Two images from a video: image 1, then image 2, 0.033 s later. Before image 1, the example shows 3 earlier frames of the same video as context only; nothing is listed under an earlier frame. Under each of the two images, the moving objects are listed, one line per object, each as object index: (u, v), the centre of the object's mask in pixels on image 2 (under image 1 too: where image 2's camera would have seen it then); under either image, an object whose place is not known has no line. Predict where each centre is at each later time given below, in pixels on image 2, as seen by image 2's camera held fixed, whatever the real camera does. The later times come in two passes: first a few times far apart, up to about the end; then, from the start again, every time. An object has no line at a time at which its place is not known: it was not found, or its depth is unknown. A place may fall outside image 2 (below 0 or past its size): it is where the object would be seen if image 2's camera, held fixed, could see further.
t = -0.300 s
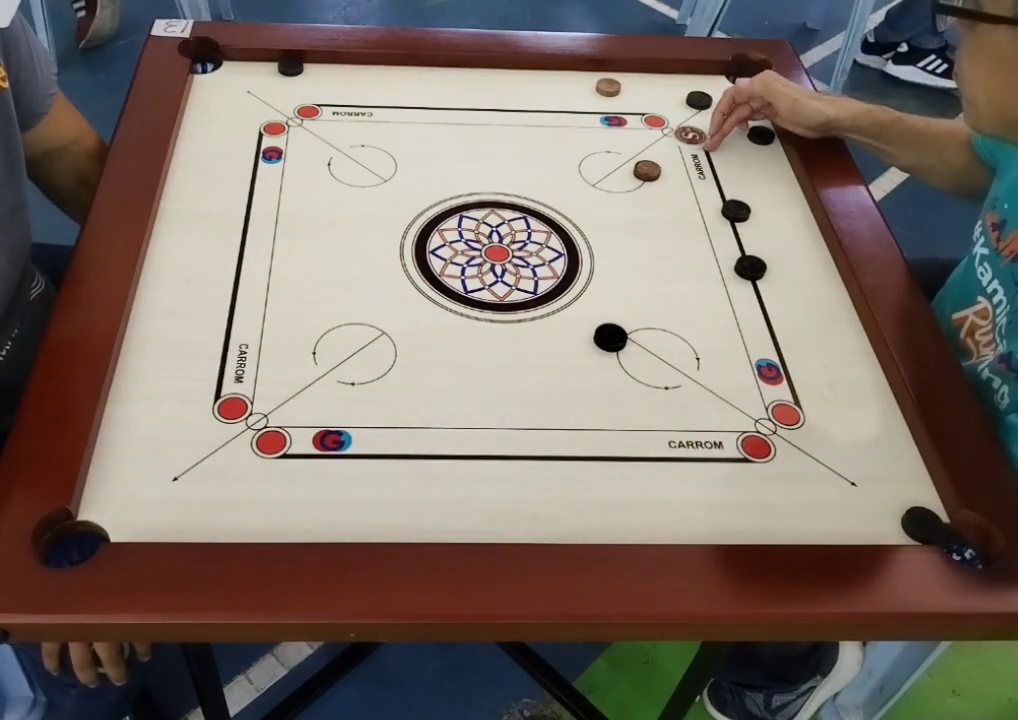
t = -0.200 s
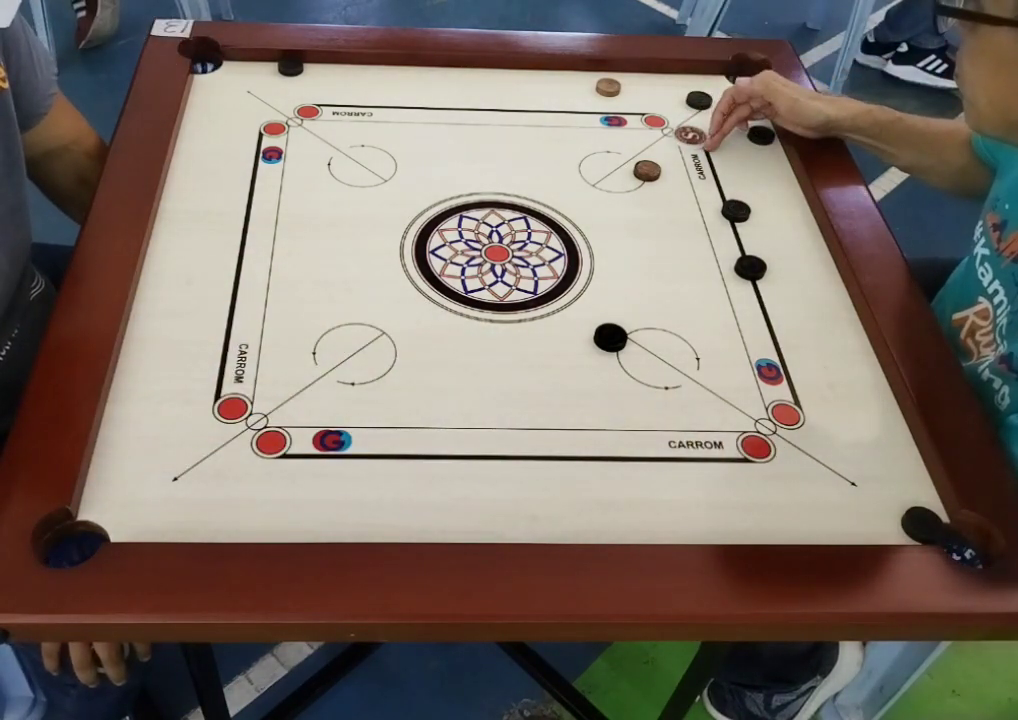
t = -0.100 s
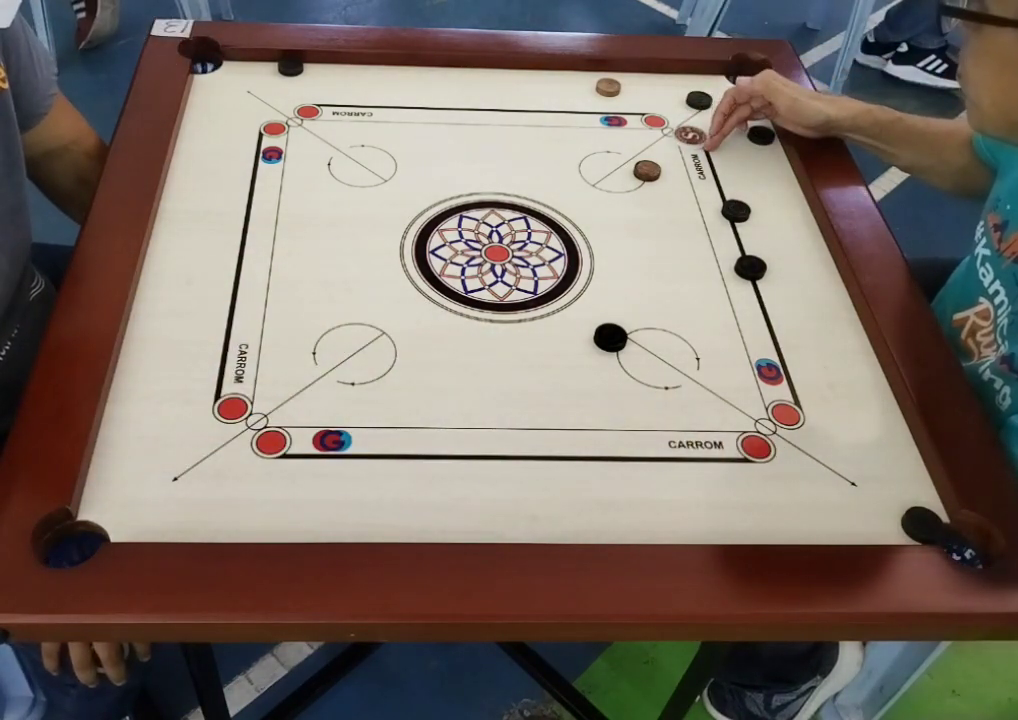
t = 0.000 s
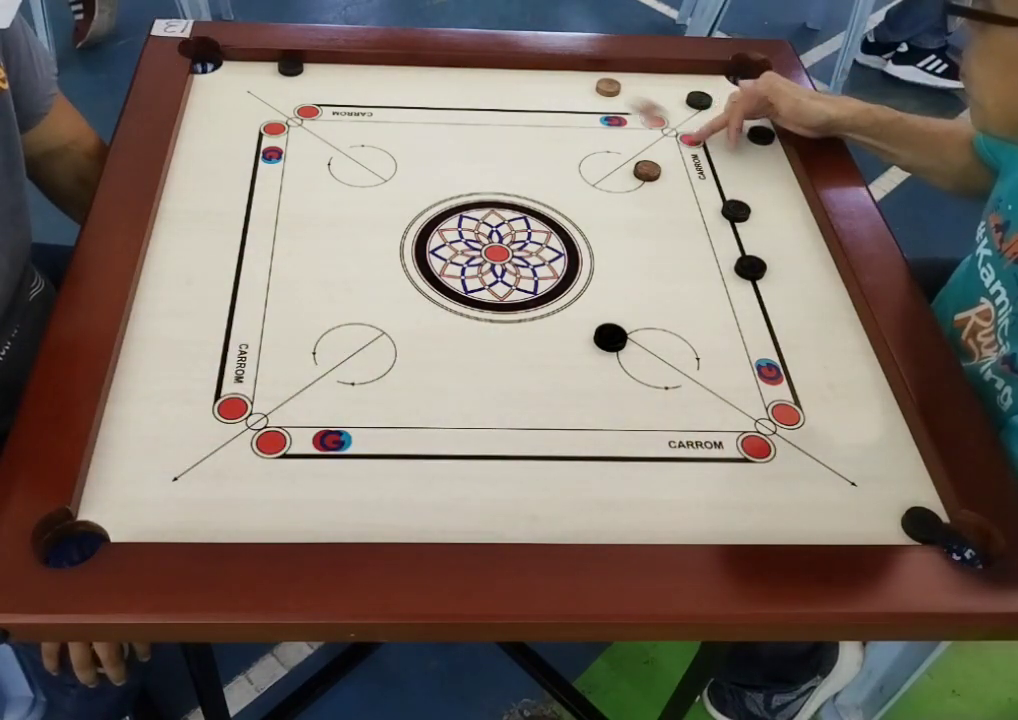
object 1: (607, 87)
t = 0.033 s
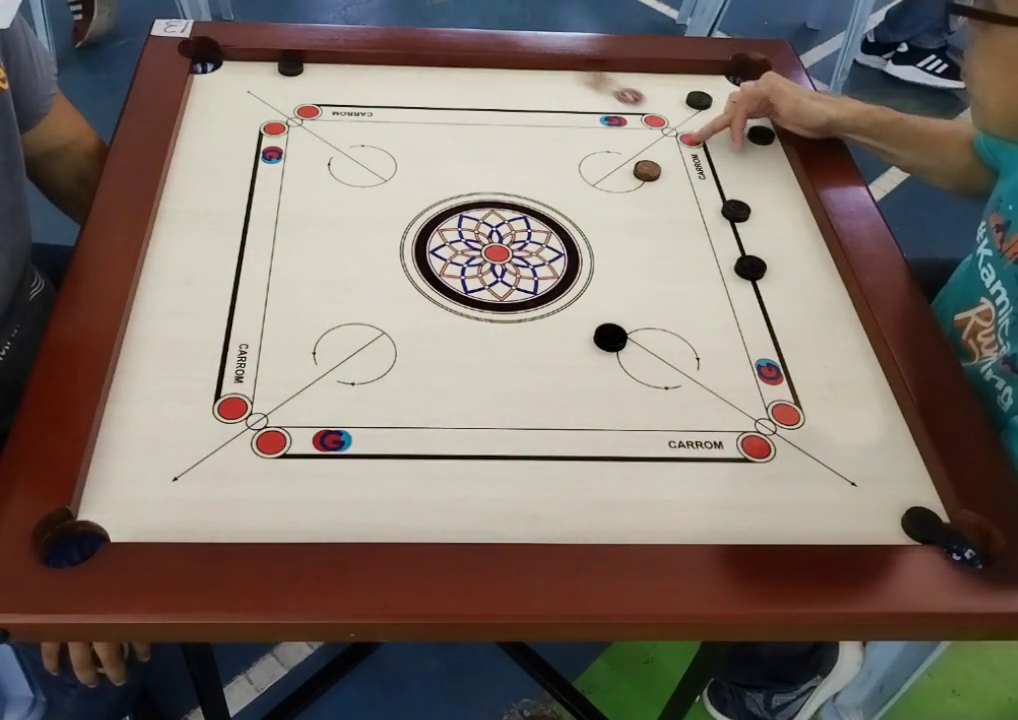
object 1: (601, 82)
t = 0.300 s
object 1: (451, 141)
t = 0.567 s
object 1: (323, 204)
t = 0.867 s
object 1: (185, 270)
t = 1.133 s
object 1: (188, 316)
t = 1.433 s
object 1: (222, 346)
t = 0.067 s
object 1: (574, 79)
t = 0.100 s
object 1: (556, 86)
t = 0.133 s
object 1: (538, 97)
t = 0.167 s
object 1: (521, 105)
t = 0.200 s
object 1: (503, 115)
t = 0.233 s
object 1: (484, 124)
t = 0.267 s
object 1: (468, 132)
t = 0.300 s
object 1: (451, 141)
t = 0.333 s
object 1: (435, 148)
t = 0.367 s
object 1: (419, 156)
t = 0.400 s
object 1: (404, 164)
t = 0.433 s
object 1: (387, 171)
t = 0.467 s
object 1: (370, 181)
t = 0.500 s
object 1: (355, 188)
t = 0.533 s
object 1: (339, 196)
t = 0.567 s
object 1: (323, 204)
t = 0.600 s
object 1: (308, 211)
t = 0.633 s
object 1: (293, 218)
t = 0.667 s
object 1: (277, 225)
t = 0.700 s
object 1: (261, 233)
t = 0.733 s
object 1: (245, 241)
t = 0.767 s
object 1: (229, 248)
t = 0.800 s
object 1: (214, 256)
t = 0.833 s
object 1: (200, 263)
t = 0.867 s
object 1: (185, 270)
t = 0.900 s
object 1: (172, 277)
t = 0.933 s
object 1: (157, 283)
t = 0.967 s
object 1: (156, 289)
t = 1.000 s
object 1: (163, 295)
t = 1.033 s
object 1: (170, 301)
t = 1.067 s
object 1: (176, 306)
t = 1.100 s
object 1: (182, 311)
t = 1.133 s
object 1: (188, 316)
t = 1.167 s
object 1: (193, 320)
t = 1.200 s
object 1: (198, 325)
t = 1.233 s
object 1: (203, 329)
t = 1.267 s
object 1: (207, 333)
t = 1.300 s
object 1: (210, 336)
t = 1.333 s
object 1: (214, 339)
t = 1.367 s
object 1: (217, 342)
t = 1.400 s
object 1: (220, 344)
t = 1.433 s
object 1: (222, 346)
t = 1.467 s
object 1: (224, 348)
